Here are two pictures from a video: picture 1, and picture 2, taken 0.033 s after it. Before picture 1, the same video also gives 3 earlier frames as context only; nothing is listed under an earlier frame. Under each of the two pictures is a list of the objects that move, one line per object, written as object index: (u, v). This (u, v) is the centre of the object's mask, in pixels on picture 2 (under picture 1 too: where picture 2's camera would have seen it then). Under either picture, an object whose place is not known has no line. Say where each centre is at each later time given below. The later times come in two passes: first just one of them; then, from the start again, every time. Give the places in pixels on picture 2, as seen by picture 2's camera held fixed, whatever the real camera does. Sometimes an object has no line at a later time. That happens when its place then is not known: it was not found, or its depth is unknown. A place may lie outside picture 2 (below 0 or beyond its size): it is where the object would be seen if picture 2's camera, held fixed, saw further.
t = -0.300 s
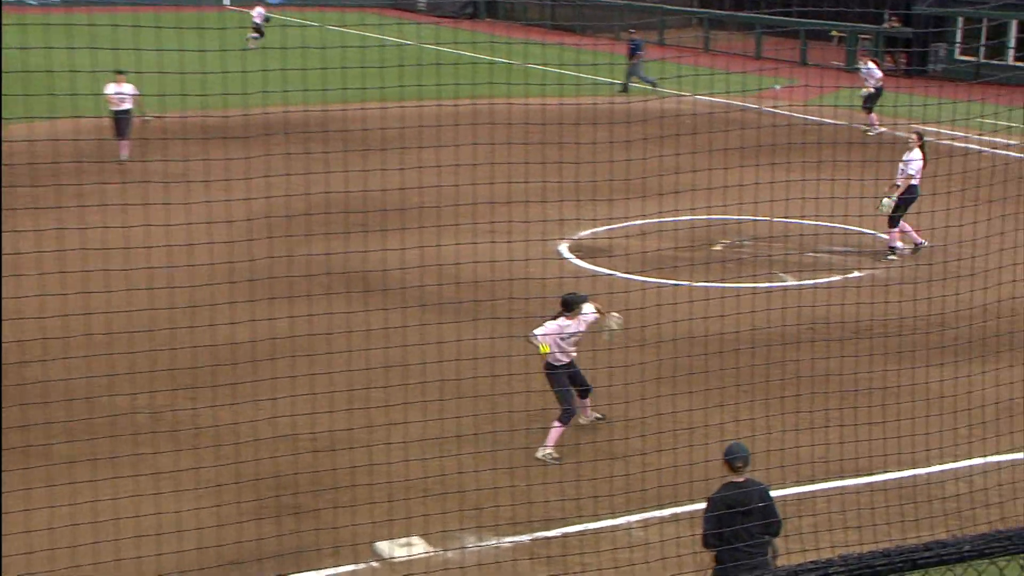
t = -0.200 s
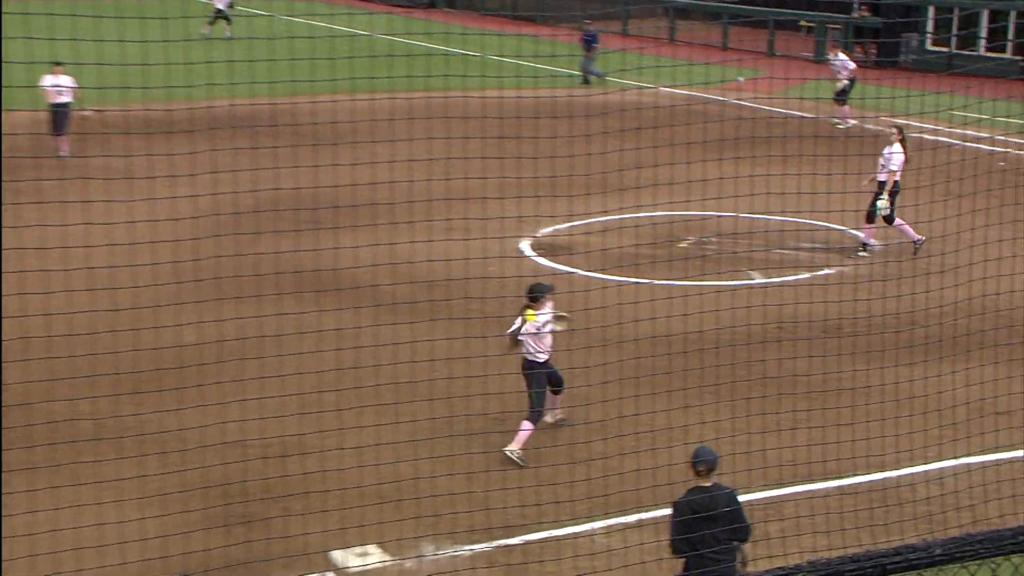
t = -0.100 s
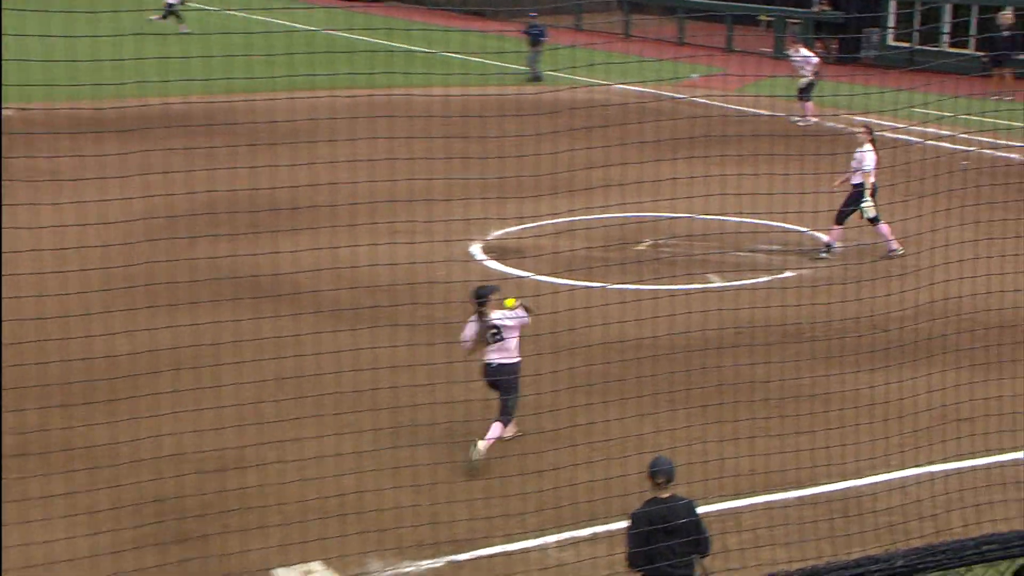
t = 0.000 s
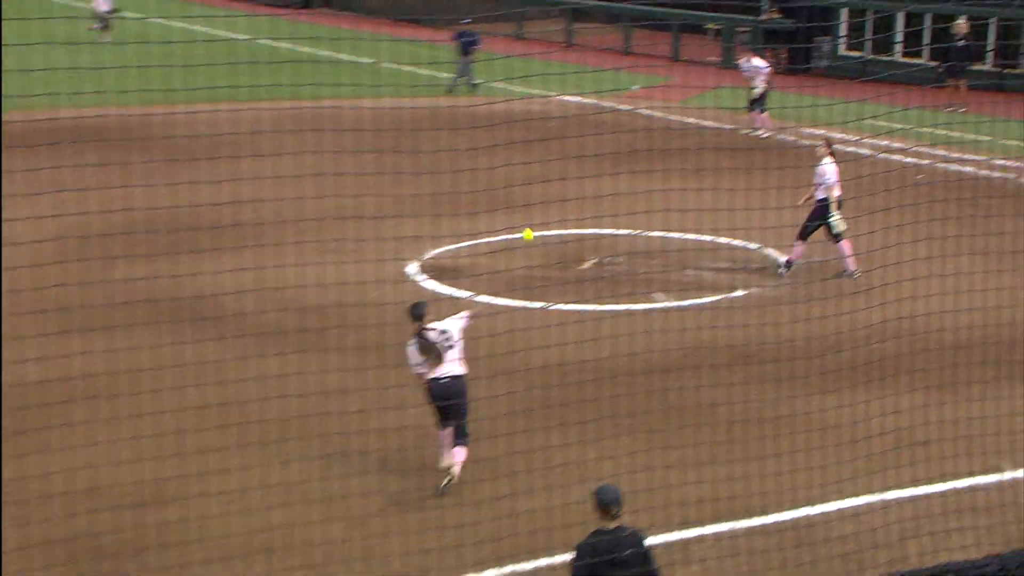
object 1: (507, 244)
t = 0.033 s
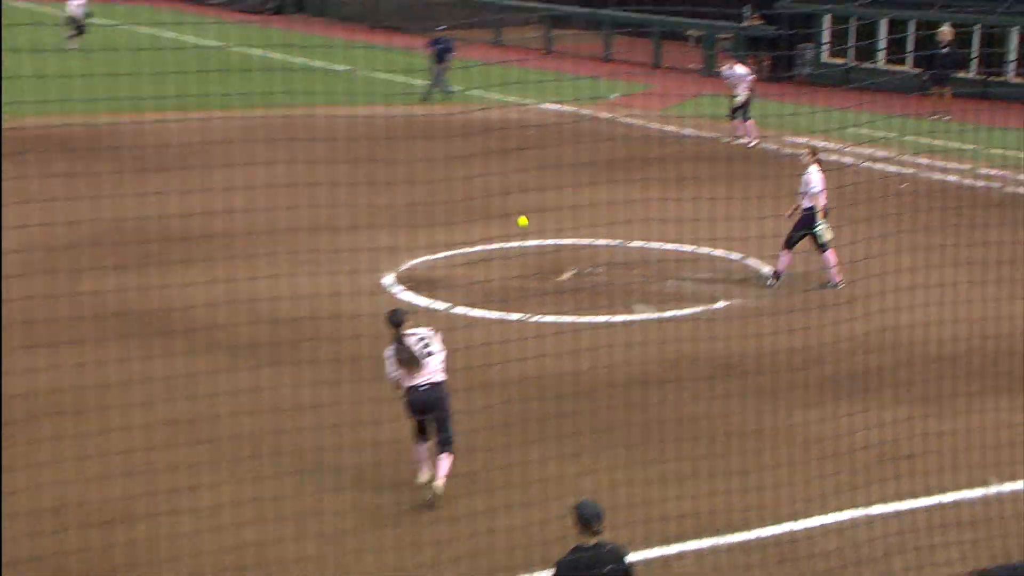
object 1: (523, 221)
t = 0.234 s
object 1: (606, 130)
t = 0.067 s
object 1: (539, 201)
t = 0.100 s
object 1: (553, 183)
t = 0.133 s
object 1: (567, 167)
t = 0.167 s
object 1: (581, 153)
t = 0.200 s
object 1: (594, 140)
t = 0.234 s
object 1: (606, 130)
